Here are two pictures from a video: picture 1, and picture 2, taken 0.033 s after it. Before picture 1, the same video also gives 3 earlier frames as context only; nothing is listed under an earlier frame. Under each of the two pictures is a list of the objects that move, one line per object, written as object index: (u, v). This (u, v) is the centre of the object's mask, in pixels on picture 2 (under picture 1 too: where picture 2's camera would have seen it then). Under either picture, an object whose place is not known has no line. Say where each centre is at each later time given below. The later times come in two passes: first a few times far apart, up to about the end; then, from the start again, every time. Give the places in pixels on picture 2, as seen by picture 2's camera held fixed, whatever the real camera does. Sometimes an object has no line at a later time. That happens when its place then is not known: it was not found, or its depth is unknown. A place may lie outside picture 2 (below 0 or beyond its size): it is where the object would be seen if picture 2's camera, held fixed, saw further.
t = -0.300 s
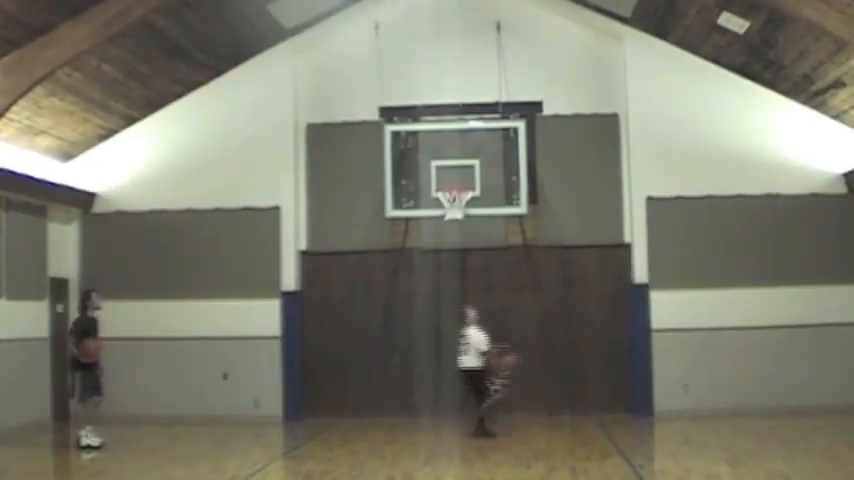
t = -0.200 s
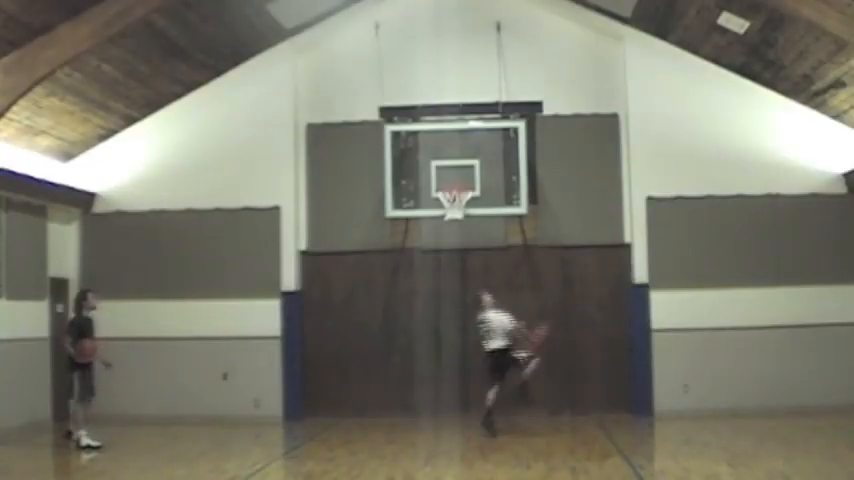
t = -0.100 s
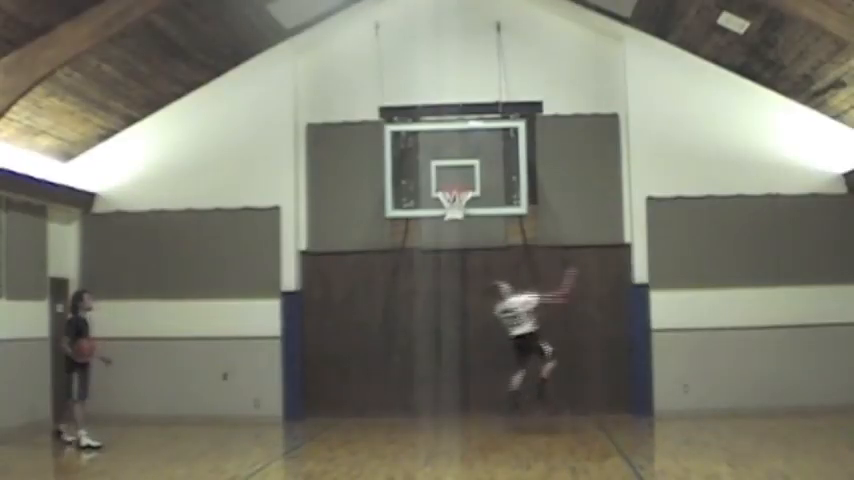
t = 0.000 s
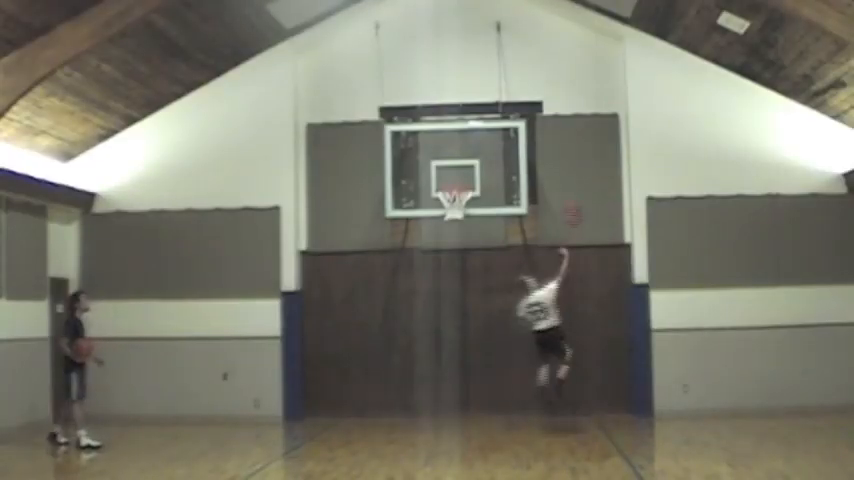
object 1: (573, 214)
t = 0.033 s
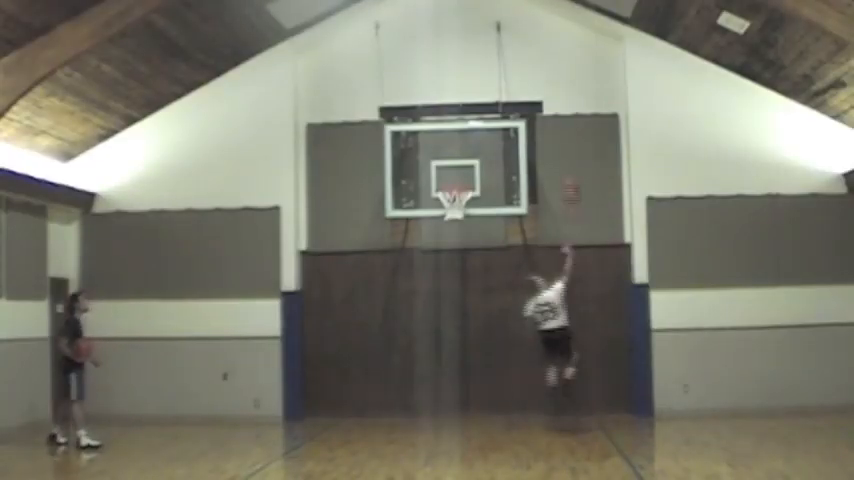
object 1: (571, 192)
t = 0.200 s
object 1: (567, 95)
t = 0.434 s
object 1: (563, 8)
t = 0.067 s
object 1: (570, 168)
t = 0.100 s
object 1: (568, 150)
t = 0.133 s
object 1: (567, 129)
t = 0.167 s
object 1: (568, 113)
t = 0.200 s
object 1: (567, 95)
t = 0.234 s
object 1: (567, 80)
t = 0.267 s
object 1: (566, 65)
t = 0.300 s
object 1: (566, 52)
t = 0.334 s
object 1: (565, 39)
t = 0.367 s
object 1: (564, 26)
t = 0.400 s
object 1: (564, 15)
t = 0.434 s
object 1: (563, 8)
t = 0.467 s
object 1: (562, 3)
